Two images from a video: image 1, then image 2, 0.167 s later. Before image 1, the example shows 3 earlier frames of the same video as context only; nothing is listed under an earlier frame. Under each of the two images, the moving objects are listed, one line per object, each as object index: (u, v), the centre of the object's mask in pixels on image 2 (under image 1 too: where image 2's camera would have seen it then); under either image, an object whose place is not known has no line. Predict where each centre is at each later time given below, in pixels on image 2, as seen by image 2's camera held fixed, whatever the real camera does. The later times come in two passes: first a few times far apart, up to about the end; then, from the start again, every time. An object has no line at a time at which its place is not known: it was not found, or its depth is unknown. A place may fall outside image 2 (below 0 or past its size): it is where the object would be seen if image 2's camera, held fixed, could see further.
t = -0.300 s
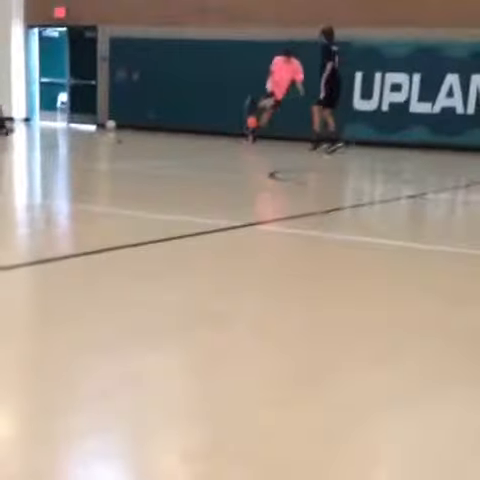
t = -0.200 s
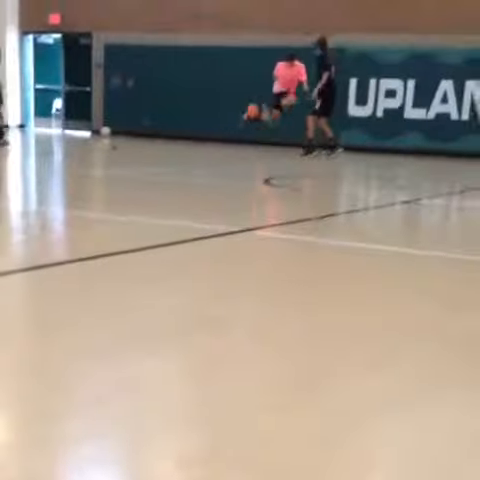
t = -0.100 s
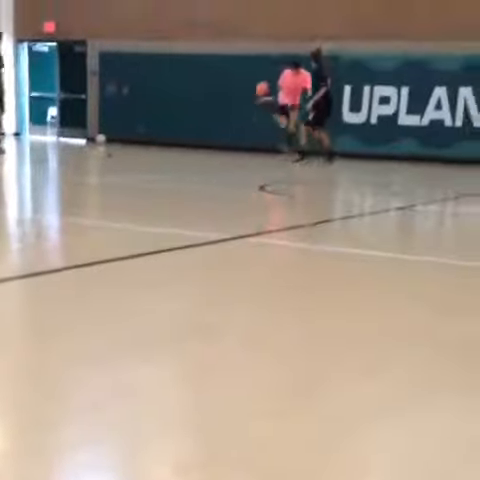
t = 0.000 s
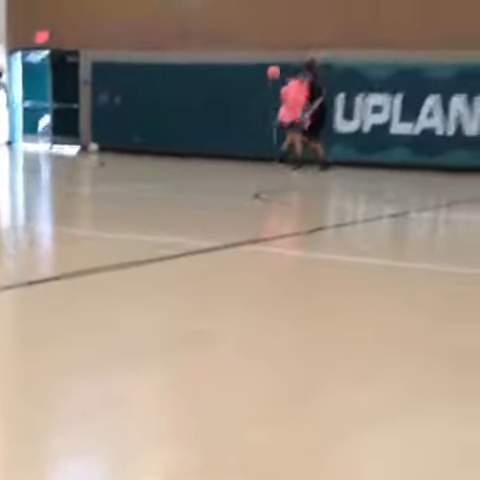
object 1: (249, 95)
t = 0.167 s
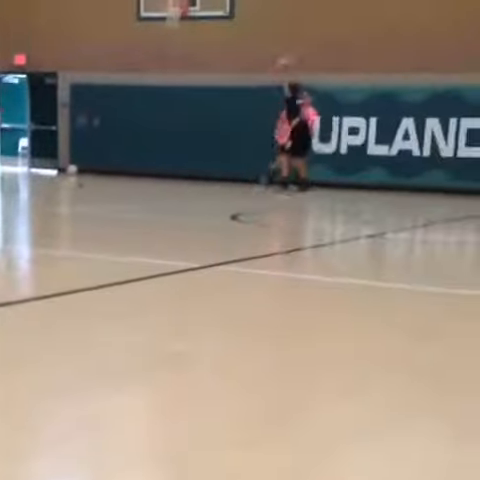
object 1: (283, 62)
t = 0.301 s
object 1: (314, 49)
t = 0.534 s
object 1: (369, 52)
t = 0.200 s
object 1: (292, 57)
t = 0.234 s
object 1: (301, 54)
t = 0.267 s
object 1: (306, 52)
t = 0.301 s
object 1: (314, 49)
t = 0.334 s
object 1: (321, 47)
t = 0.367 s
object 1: (329, 47)
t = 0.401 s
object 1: (337, 45)
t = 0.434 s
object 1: (347, 45)
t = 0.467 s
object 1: (353, 47)
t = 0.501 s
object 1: (359, 51)
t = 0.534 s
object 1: (369, 52)
